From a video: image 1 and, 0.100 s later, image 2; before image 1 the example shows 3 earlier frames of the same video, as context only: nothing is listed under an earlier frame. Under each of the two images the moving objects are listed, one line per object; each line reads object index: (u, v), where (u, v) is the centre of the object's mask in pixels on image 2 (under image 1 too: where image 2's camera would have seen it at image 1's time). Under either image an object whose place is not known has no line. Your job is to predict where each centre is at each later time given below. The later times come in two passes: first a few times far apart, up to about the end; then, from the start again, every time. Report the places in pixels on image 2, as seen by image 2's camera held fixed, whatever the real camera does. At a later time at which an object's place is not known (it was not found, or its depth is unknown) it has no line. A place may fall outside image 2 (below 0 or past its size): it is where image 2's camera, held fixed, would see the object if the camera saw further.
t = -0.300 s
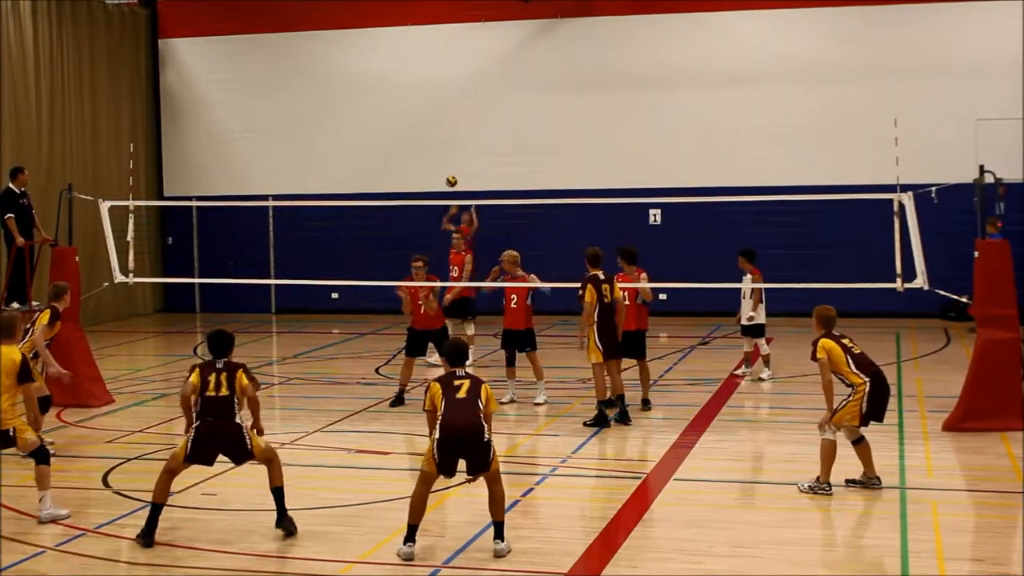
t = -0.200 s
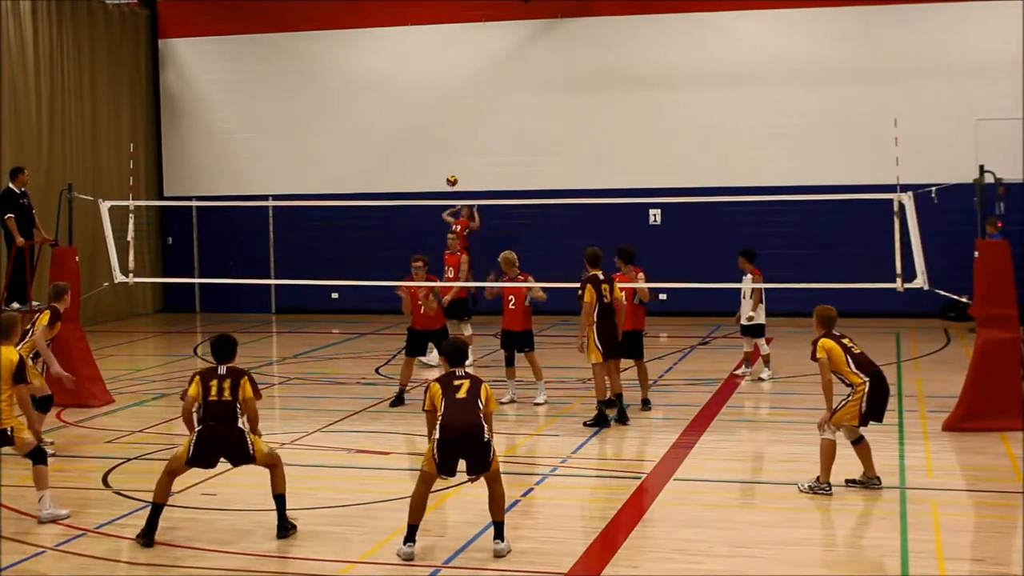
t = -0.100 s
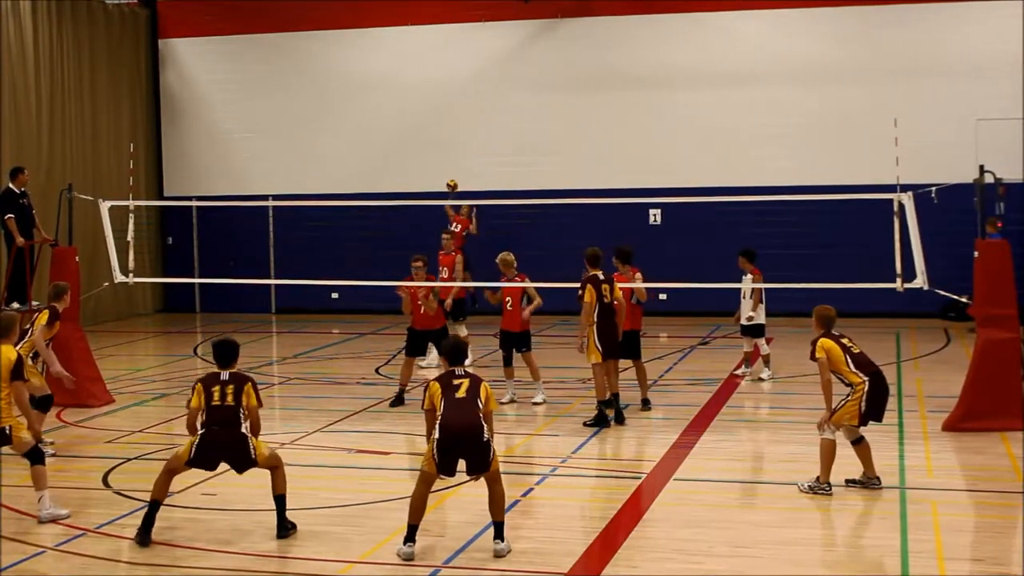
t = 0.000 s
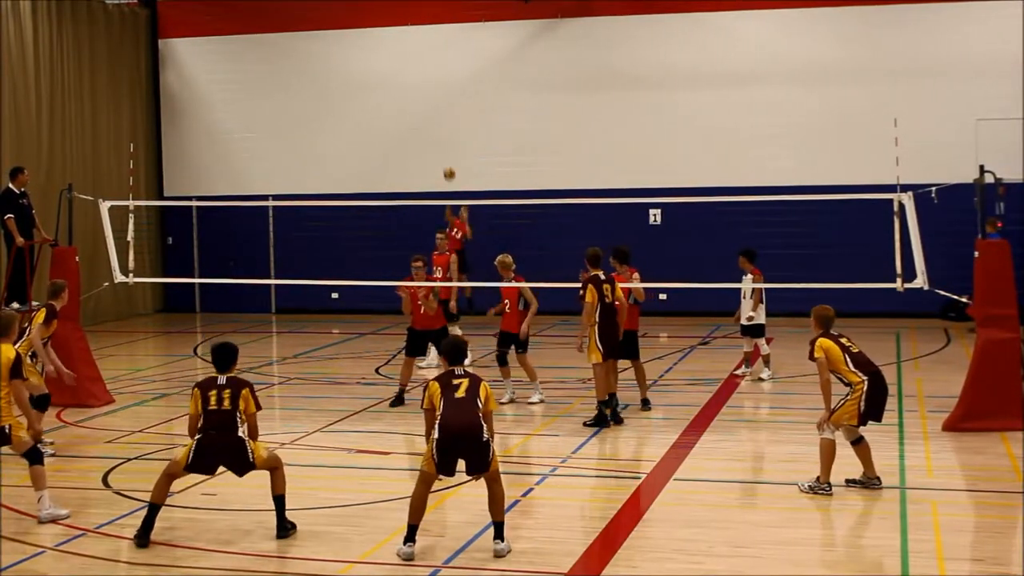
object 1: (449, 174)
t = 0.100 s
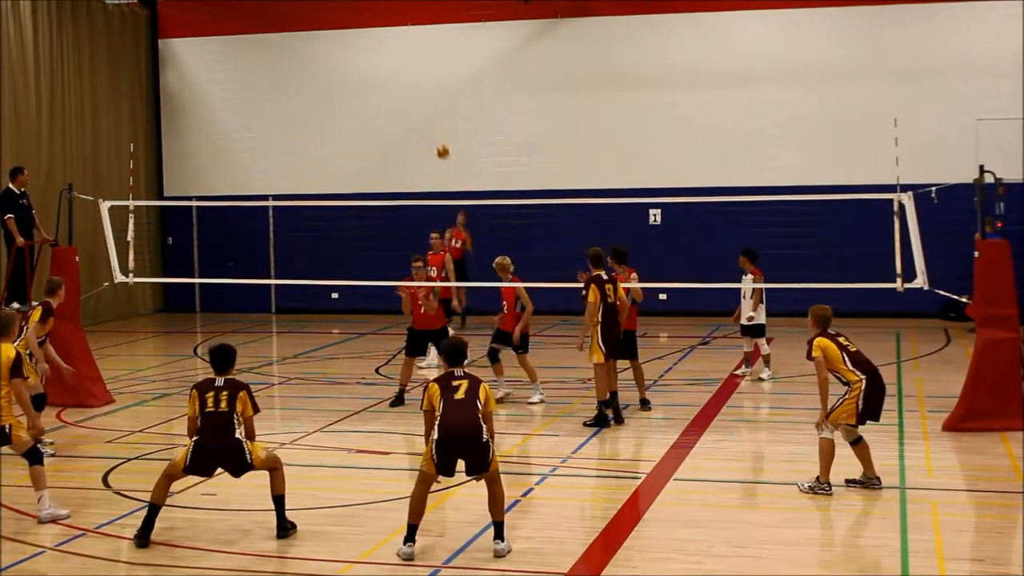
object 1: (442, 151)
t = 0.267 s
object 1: (428, 128)
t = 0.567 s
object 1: (401, 135)
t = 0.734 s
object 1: (385, 173)
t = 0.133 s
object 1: (440, 145)
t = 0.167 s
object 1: (438, 140)
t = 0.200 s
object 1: (435, 135)
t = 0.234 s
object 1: (431, 131)
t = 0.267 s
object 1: (428, 128)
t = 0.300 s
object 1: (426, 126)
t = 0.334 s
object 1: (422, 124)
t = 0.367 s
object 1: (419, 123)
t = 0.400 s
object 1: (416, 123)
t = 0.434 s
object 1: (414, 123)
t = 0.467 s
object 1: (412, 124)
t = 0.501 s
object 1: (408, 127)
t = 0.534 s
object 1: (405, 131)
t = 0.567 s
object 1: (401, 135)
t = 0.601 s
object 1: (399, 140)
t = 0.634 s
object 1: (395, 146)
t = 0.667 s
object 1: (392, 155)
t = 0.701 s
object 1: (388, 164)
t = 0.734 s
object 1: (385, 173)
